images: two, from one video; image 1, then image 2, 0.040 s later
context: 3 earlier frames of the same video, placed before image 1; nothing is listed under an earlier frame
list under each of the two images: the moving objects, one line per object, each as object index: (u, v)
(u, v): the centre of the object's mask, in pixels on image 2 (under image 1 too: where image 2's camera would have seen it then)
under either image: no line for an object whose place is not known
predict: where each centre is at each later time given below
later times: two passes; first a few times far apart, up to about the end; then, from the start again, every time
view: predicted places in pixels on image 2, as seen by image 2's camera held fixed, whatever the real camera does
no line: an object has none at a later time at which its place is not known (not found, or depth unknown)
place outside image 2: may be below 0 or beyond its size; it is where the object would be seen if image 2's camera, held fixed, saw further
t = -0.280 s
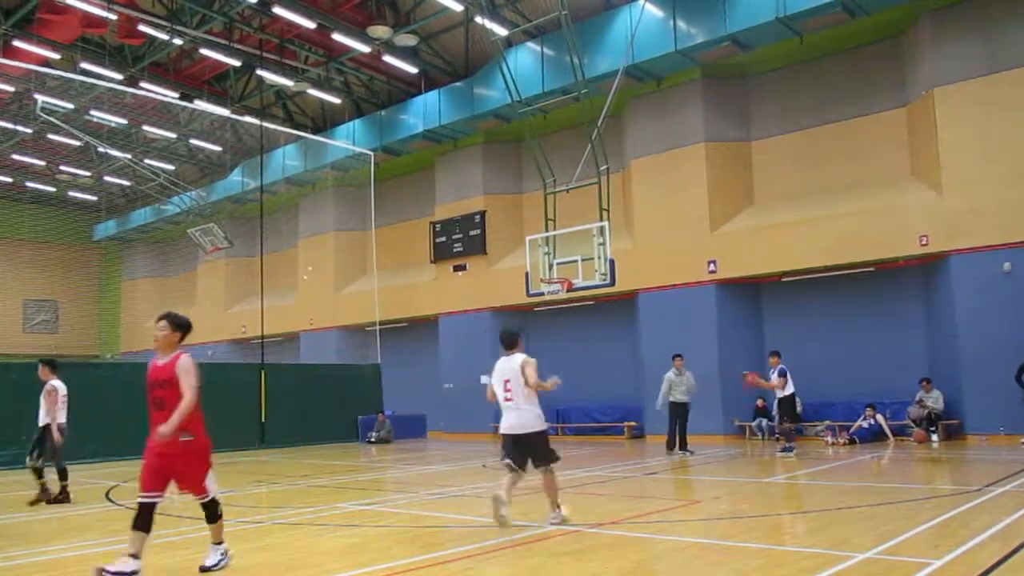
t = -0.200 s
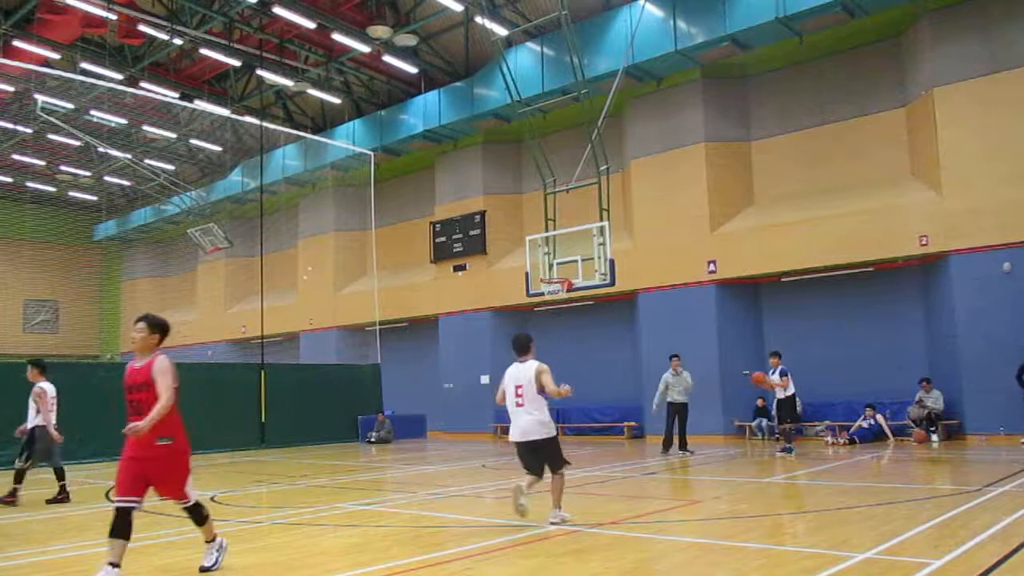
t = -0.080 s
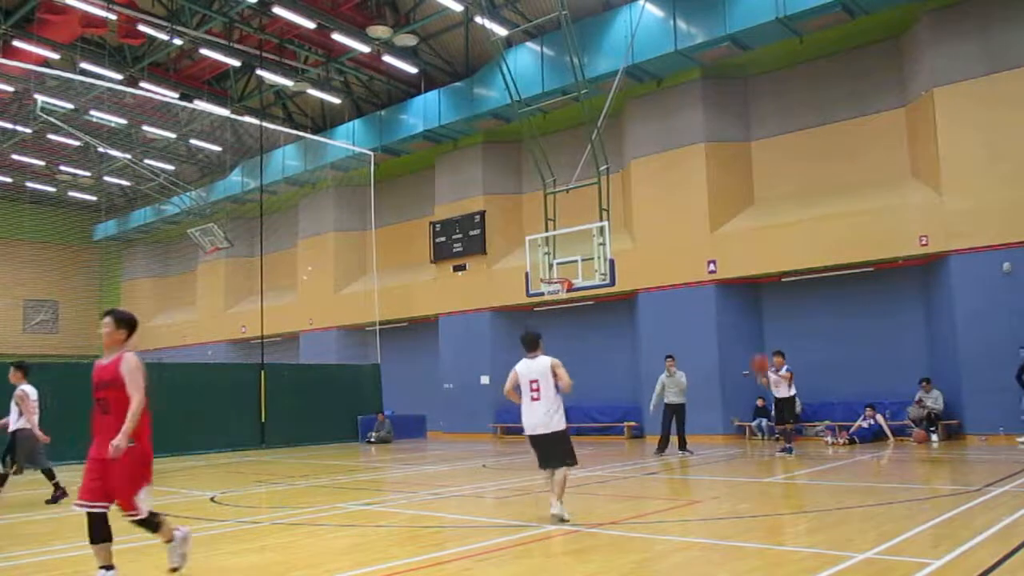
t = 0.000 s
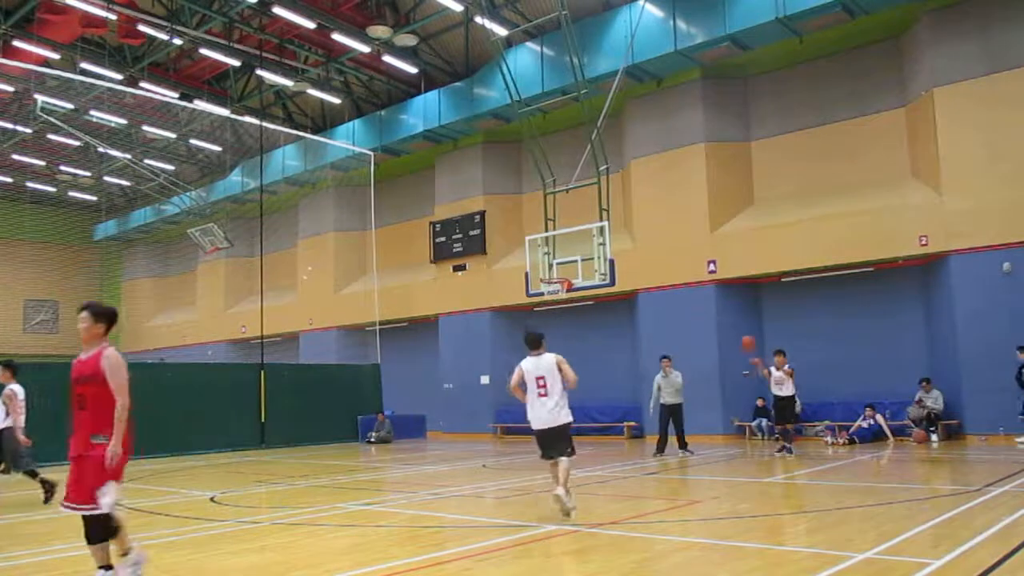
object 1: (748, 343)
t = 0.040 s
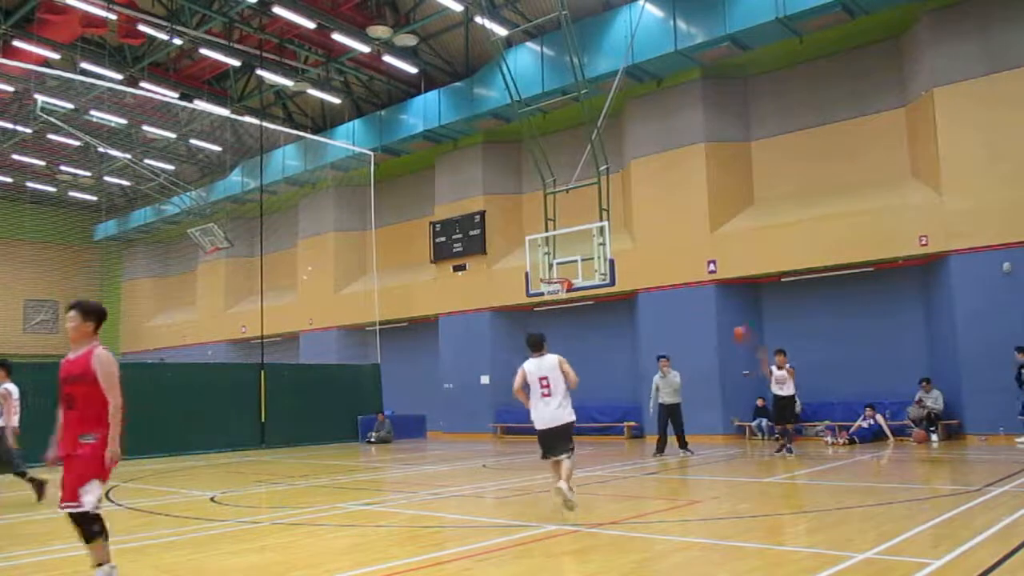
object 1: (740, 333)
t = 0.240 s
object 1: (703, 302)
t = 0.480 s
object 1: (654, 296)
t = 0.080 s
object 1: (733, 325)
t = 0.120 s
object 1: (727, 318)
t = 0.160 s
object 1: (720, 313)
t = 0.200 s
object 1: (710, 307)
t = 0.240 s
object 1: (703, 302)
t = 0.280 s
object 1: (696, 298)
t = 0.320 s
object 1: (688, 296)
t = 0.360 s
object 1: (680, 295)
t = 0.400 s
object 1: (672, 294)
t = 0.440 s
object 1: (663, 295)
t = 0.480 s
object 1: (654, 296)
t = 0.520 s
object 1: (645, 299)
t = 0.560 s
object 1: (635, 304)
